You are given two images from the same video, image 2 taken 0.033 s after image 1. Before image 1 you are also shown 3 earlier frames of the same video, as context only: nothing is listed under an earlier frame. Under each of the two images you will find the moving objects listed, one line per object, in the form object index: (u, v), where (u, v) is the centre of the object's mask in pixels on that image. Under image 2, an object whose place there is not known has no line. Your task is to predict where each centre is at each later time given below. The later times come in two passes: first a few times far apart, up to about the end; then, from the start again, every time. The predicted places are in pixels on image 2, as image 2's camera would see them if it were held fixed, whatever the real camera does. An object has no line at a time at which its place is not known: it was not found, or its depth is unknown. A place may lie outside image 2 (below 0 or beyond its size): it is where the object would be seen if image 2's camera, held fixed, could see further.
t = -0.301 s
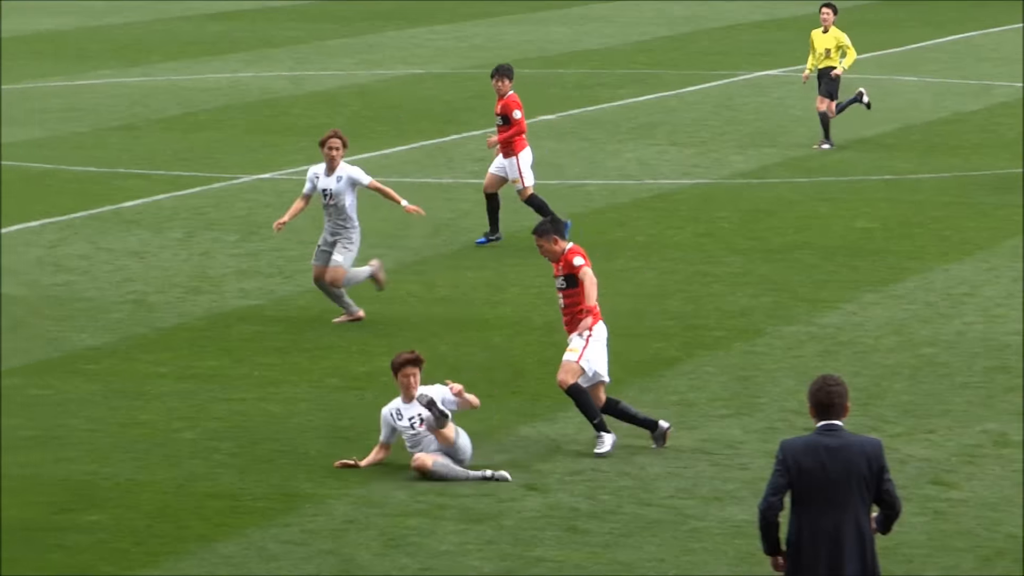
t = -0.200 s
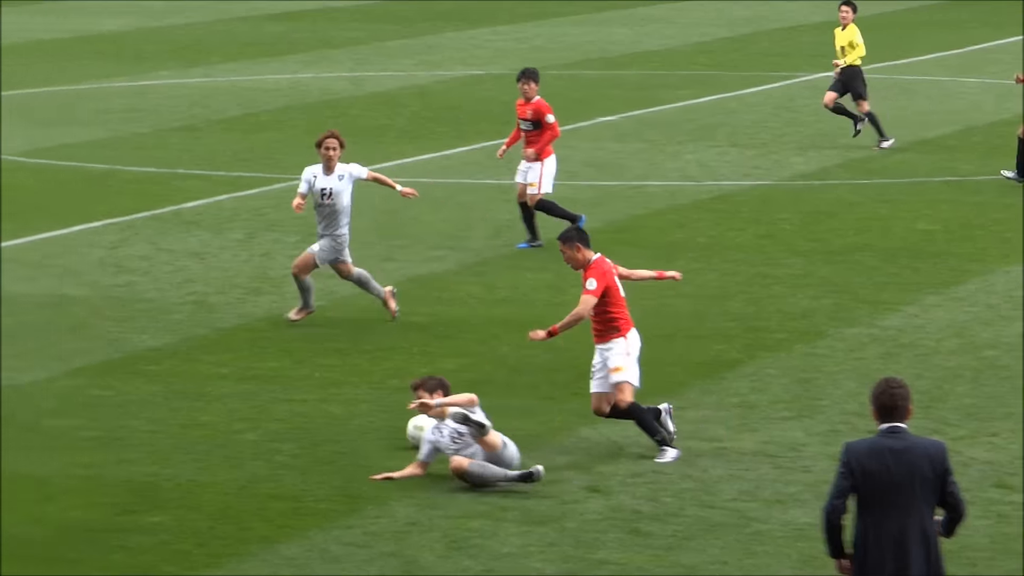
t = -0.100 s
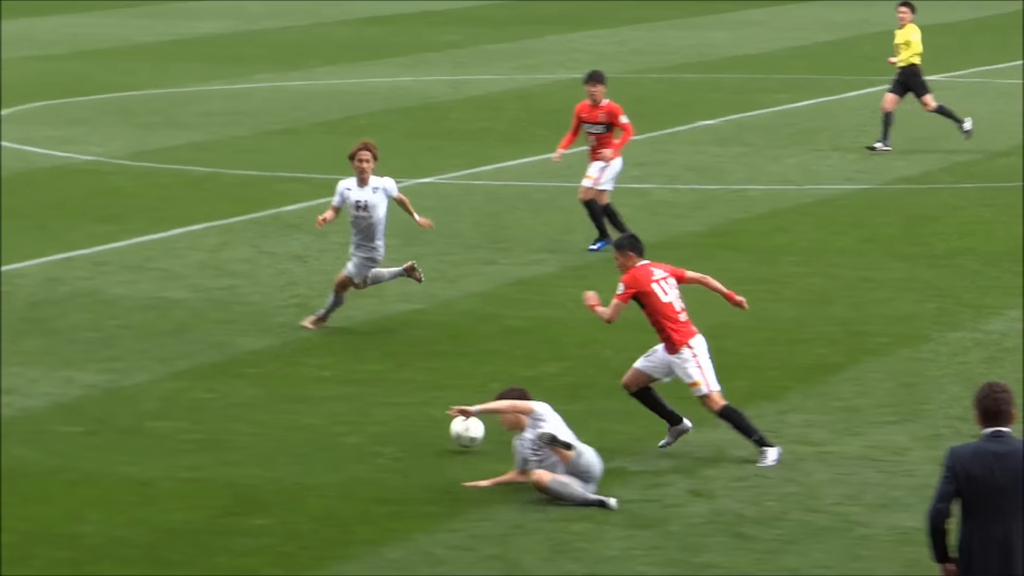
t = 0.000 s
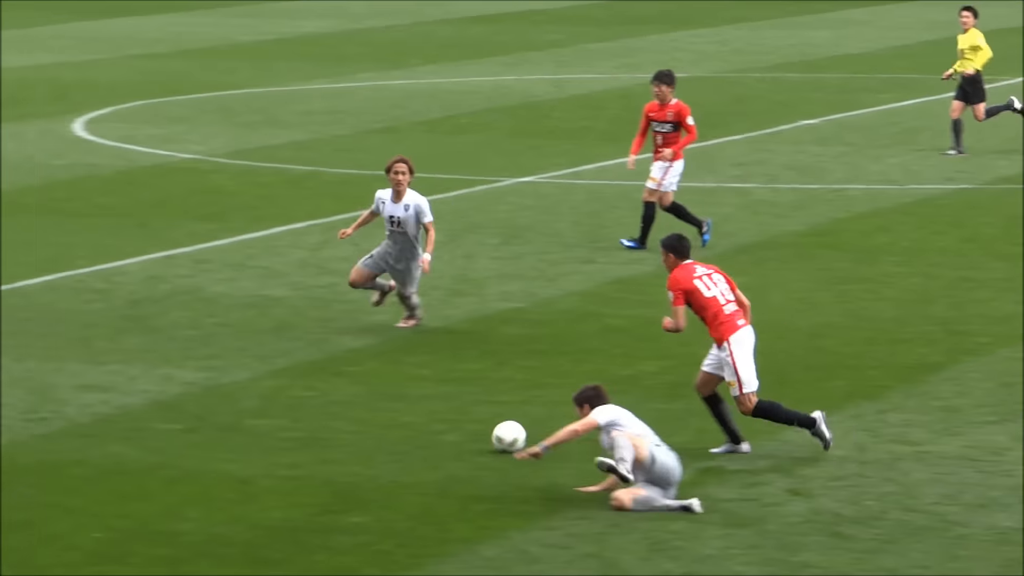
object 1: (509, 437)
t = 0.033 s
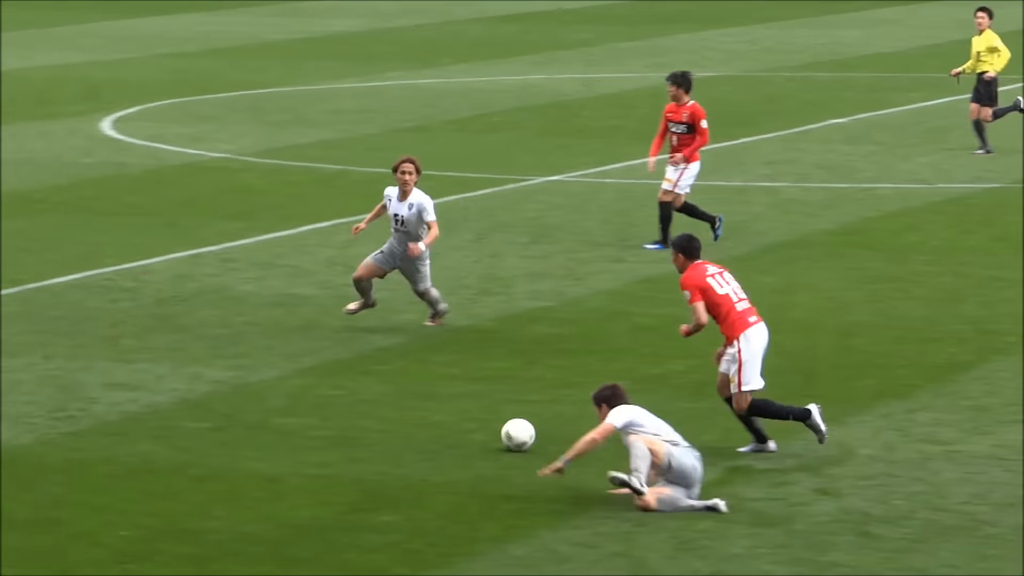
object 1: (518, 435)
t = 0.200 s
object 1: (434, 438)
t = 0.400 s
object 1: (332, 441)
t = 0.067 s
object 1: (502, 435)
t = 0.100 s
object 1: (485, 436)
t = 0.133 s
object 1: (468, 437)
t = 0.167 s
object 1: (451, 438)
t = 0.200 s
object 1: (434, 438)
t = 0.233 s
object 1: (417, 439)
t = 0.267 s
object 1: (400, 440)
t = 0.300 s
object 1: (383, 441)
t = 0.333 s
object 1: (366, 441)
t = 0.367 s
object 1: (349, 441)
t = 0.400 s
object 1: (332, 441)
